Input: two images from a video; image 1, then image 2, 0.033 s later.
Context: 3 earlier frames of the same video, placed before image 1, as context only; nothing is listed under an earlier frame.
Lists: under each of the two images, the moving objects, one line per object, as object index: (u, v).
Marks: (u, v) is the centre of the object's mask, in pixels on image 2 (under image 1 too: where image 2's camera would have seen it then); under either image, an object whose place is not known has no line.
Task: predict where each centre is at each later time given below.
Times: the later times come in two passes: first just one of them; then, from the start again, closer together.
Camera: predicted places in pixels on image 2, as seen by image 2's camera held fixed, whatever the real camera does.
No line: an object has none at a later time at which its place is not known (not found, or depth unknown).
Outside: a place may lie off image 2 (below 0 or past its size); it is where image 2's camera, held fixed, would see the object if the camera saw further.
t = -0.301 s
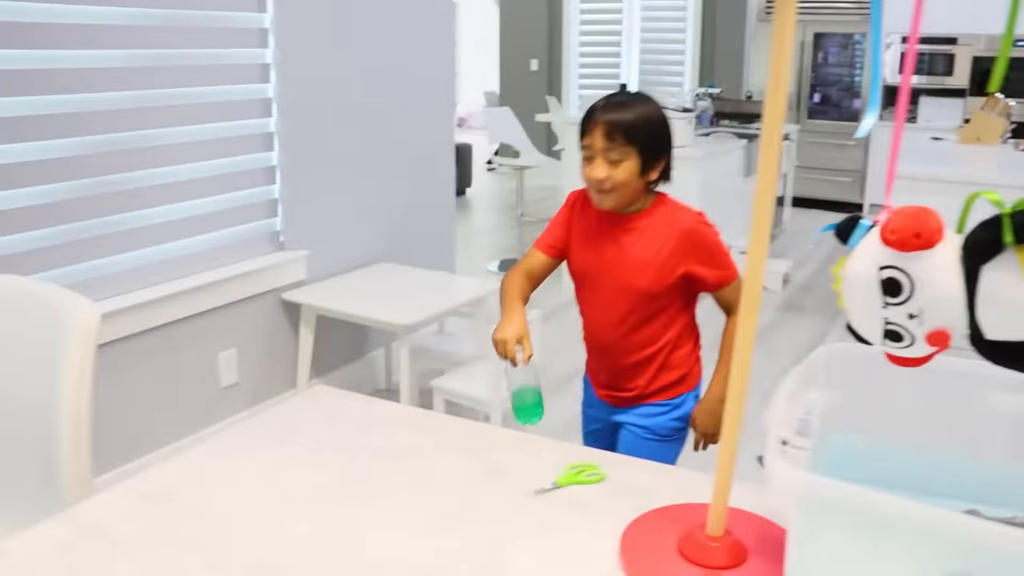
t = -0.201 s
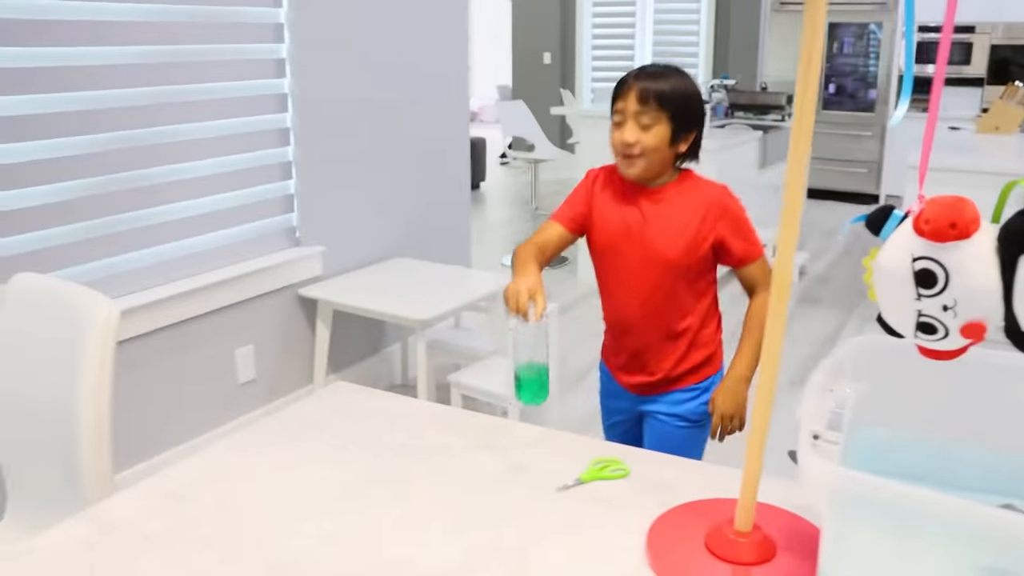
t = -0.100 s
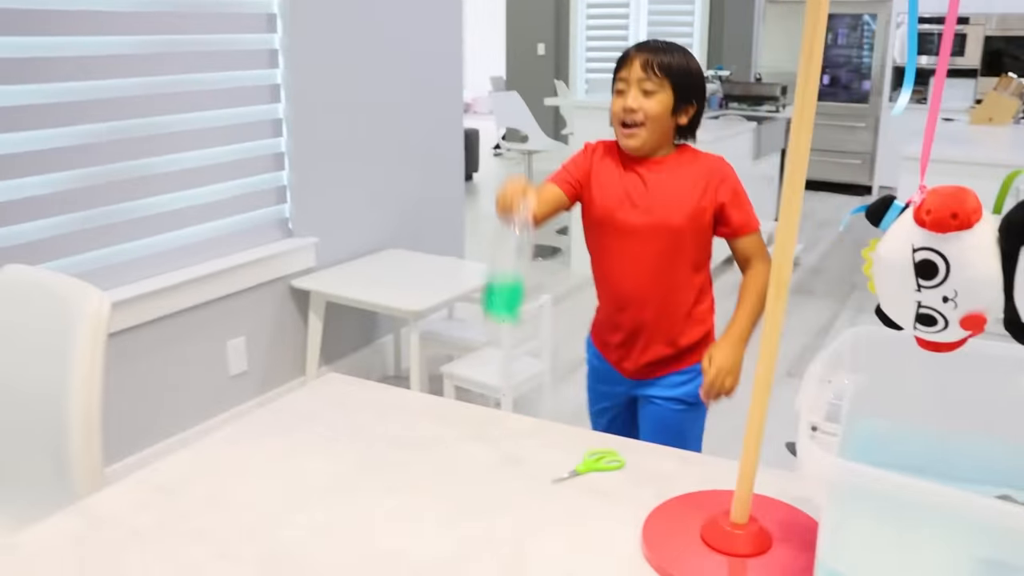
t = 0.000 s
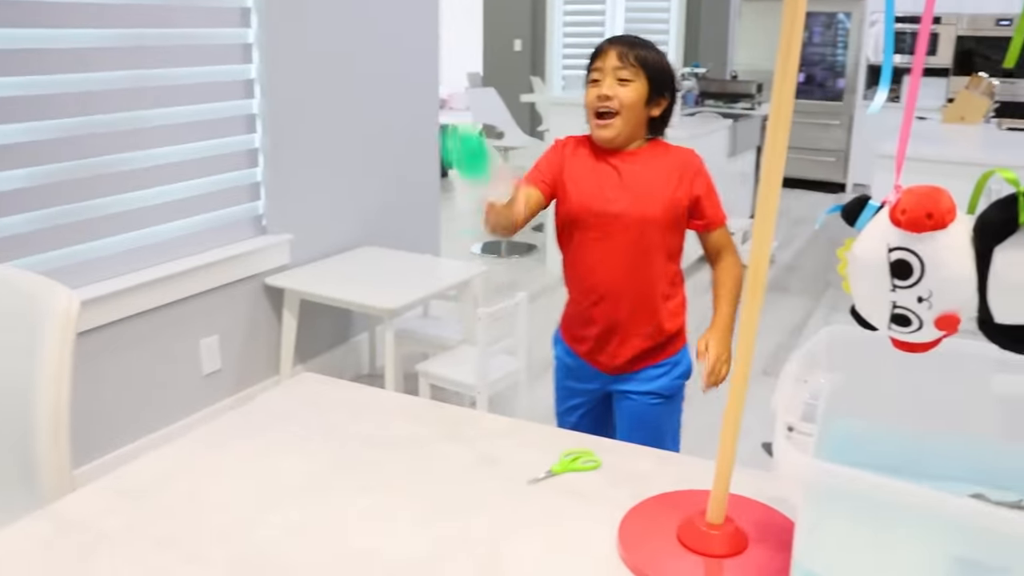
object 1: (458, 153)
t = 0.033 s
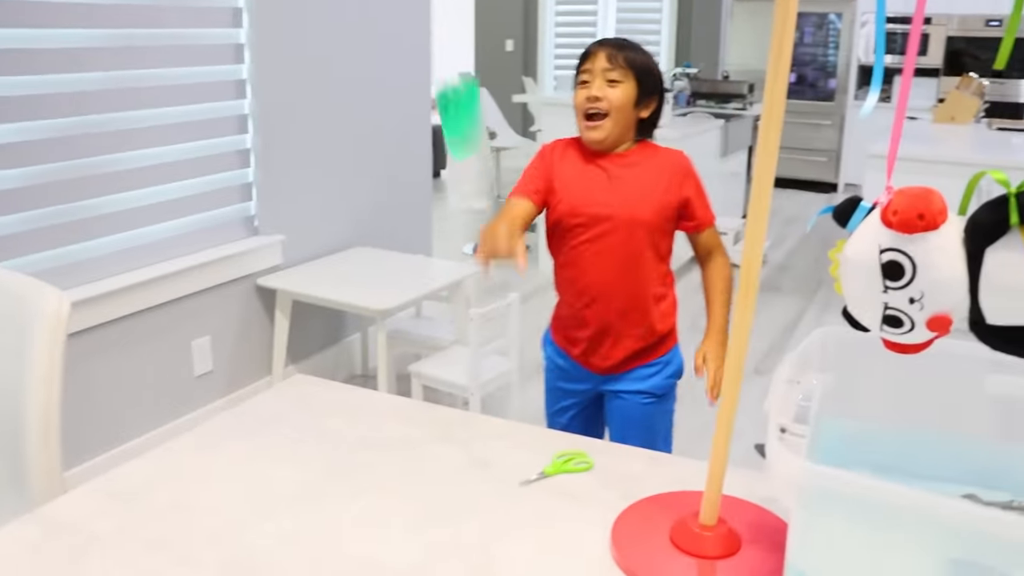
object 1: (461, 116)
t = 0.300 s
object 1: (448, 29)
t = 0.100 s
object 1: (459, 71)
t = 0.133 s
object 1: (456, 41)
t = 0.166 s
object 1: (452, 20)
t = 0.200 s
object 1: (449, 8)
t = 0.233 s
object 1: (451, 7)
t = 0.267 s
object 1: (452, 13)
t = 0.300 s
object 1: (448, 29)
